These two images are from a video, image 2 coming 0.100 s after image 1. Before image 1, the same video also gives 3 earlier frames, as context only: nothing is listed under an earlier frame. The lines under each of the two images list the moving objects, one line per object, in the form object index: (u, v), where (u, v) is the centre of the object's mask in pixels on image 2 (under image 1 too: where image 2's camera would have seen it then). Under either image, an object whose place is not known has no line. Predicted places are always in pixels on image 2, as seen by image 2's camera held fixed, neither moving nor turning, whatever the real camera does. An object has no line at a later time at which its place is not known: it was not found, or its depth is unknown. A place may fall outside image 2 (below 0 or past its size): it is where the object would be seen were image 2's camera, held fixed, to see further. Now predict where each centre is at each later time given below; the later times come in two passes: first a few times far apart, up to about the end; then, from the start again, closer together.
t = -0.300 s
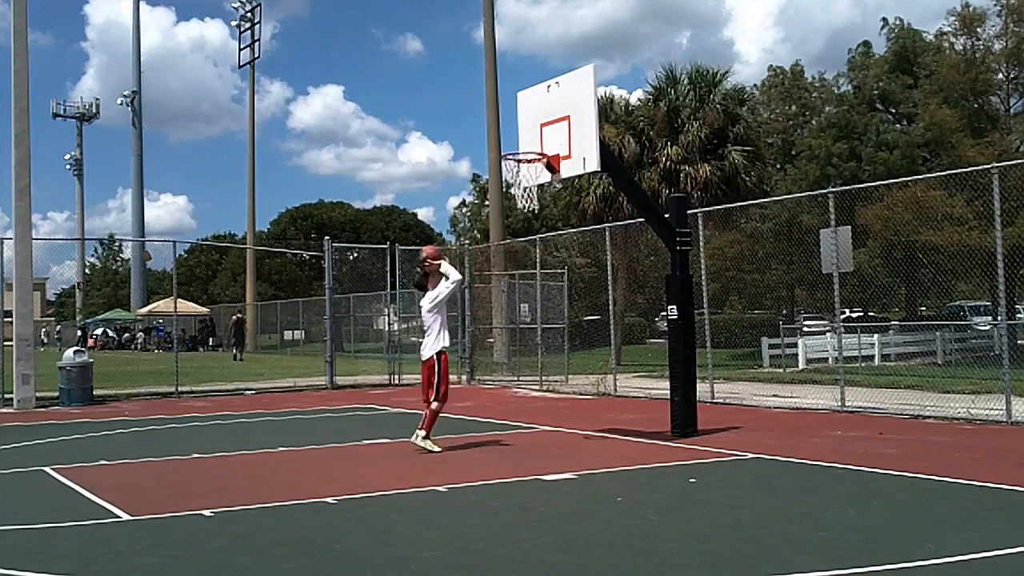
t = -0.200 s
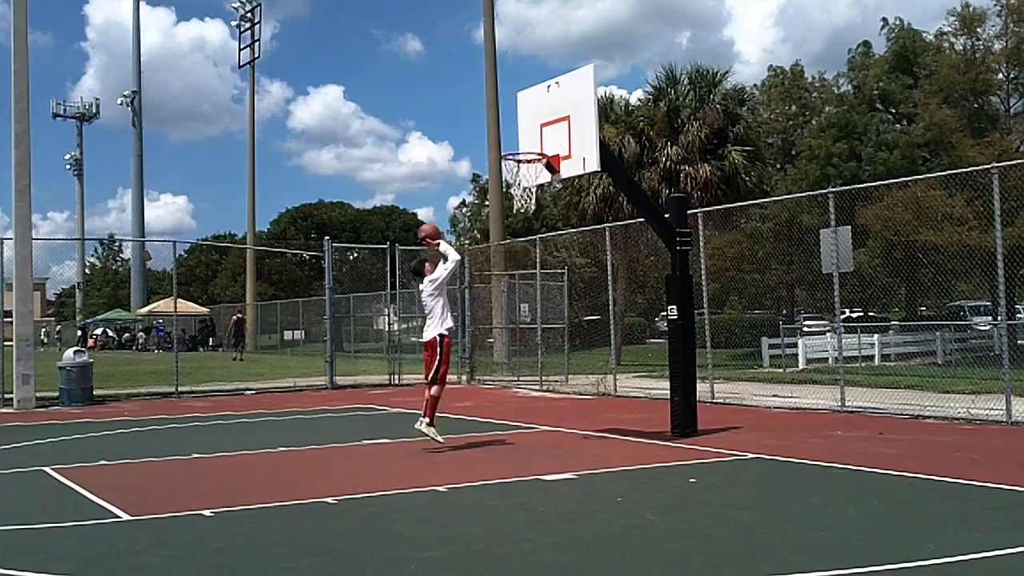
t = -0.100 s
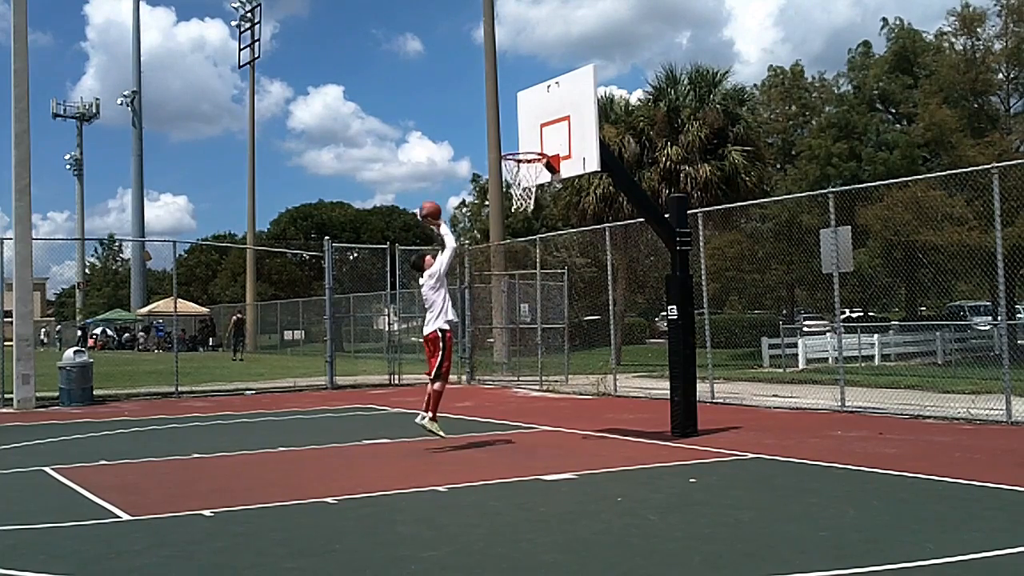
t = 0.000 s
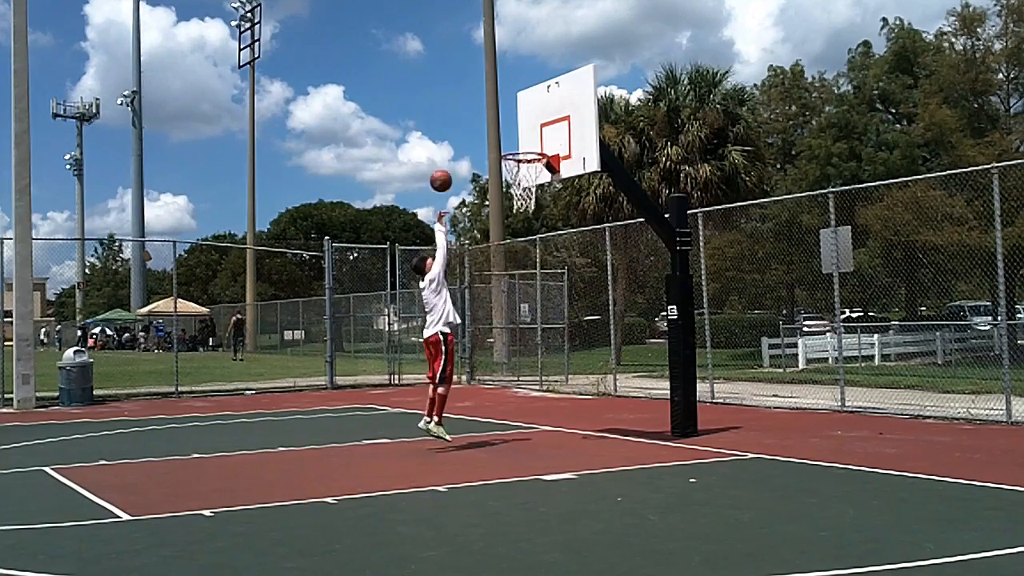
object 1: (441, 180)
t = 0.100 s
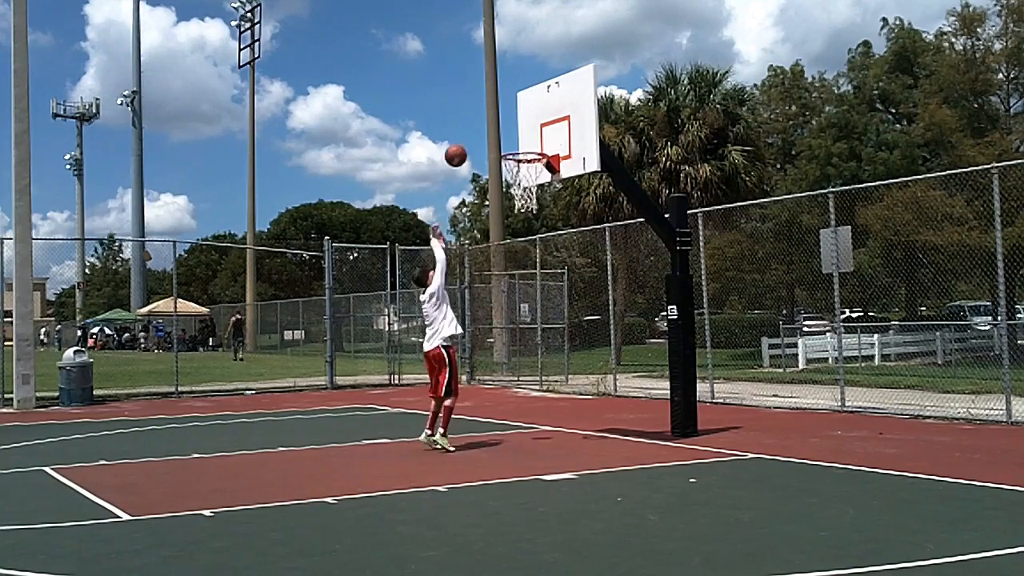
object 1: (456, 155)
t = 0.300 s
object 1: (485, 133)
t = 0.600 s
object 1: (533, 168)
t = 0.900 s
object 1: (549, 224)
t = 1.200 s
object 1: (560, 355)
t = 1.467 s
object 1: (559, 372)
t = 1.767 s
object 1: (544, 283)
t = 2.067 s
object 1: (531, 278)
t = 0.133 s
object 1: (460, 149)
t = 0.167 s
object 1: (465, 144)
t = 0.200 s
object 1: (471, 139)
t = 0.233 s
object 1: (475, 136)
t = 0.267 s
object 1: (480, 134)
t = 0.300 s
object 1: (485, 133)
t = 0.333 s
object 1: (491, 132)
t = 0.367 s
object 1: (496, 133)
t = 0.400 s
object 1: (501, 135)
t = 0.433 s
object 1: (507, 138)
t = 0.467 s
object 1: (511, 142)
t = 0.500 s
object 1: (516, 145)
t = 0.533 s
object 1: (522, 152)
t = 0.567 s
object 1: (527, 160)
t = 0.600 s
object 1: (533, 168)
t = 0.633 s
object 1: (538, 174)
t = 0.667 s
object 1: (540, 179)
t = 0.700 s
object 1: (542, 184)
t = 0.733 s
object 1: (544, 187)
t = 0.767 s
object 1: (547, 197)
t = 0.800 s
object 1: (546, 200)
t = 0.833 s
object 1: (547, 207)
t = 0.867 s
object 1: (548, 215)
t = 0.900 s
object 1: (549, 224)
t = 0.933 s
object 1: (550, 234)
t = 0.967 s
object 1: (551, 246)
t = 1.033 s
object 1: (553, 271)
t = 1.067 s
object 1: (554, 285)
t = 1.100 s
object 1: (556, 301)
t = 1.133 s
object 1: (557, 317)
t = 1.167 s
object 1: (559, 335)
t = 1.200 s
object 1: (560, 355)
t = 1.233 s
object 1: (561, 374)
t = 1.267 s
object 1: (563, 395)
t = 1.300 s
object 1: (564, 417)
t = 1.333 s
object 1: (566, 438)
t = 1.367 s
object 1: (564, 420)
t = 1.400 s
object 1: (562, 404)
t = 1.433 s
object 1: (560, 387)
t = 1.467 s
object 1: (559, 372)
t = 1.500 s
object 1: (557, 358)
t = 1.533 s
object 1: (555, 345)
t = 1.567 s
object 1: (553, 333)
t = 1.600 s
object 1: (552, 322)
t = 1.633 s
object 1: (550, 311)
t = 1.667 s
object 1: (549, 303)
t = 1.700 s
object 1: (547, 296)
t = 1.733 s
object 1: (545, 288)
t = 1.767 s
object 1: (544, 283)
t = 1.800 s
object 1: (542, 278)
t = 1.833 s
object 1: (541, 274)
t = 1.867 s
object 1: (539, 272)
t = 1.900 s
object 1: (538, 270)
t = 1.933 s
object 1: (536, 270)
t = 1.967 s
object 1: (535, 270)
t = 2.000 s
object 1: (534, 272)
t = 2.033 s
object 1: (532, 275)
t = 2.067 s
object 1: (531, 278)
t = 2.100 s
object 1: (530, 282)
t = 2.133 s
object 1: (528, 289)
